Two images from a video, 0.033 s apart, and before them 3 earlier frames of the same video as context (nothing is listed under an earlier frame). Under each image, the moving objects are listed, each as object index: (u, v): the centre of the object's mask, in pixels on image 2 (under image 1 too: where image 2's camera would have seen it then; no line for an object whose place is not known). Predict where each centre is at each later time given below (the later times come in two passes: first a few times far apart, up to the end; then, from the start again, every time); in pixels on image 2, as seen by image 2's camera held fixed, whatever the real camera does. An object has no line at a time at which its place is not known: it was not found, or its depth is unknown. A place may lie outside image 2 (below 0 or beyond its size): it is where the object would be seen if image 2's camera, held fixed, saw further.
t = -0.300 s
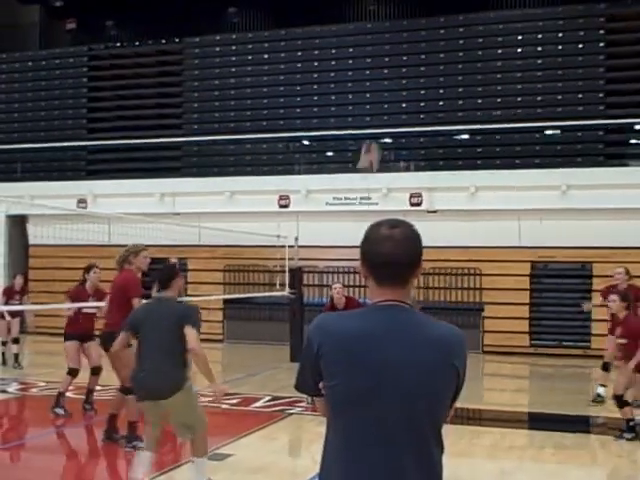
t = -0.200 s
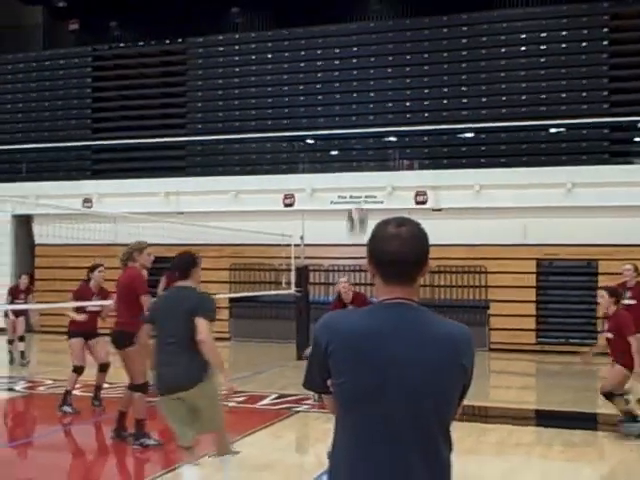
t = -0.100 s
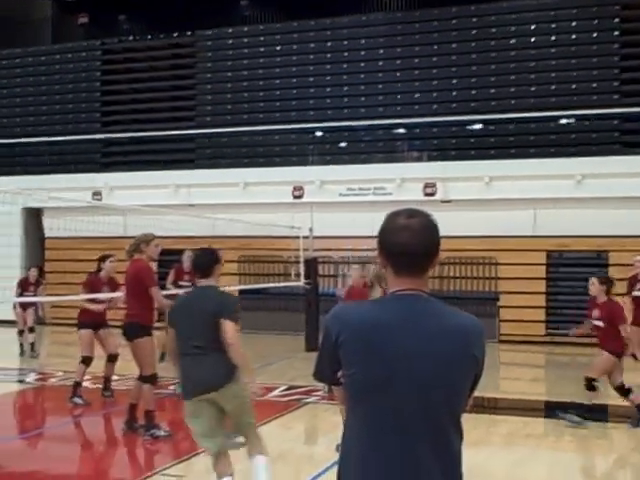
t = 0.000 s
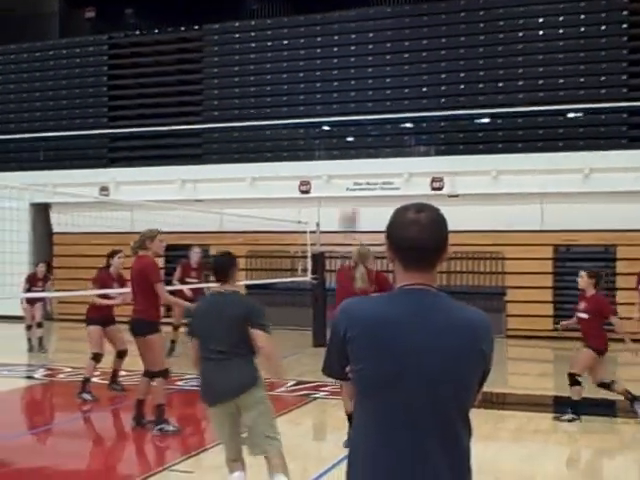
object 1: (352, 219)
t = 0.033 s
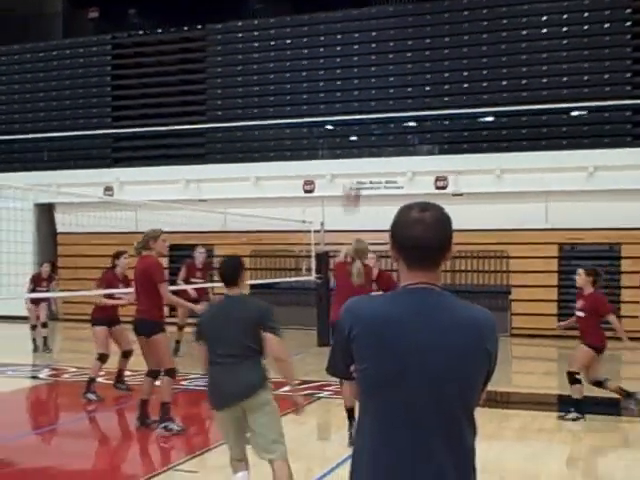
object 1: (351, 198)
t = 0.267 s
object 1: (345, 82)
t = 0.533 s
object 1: (338, 31)
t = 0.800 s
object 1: (335, 39)
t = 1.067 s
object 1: (332, 92)
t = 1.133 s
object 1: (331, 109)
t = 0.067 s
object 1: (350, 175)
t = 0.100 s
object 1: (349, 153)
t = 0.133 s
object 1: (348, 136)
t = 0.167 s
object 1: (347, 122)
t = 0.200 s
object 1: (347, 106)
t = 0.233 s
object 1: (346, 94)
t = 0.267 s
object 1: (345, 82)
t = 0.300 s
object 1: (344, 72)
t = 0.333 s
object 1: (344, 62)
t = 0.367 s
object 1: (343, 55)
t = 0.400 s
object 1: (342, 48)
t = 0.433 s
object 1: (341, 42)
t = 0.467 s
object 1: (340, 38)
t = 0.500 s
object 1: (339, 33)
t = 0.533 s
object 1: (338, 31)
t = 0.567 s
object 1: (338, 29)
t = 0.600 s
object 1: (337, 28)
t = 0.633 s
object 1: (337, 28)
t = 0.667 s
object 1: (336, 28)
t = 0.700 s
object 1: (336, 29)
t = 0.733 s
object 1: (335, 31)
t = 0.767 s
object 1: (335, 35)
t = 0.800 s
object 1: (335, 39)
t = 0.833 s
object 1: (335, 42)
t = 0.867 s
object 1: (334, 49)
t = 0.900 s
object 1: (333, 55)
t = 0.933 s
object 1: (333, 60)
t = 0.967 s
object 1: (333, 66)
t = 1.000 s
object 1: (333, 75)
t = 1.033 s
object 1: (332, 84)
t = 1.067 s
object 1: (332, 92)
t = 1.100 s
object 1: (331, 102)
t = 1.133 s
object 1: (331, 109)
